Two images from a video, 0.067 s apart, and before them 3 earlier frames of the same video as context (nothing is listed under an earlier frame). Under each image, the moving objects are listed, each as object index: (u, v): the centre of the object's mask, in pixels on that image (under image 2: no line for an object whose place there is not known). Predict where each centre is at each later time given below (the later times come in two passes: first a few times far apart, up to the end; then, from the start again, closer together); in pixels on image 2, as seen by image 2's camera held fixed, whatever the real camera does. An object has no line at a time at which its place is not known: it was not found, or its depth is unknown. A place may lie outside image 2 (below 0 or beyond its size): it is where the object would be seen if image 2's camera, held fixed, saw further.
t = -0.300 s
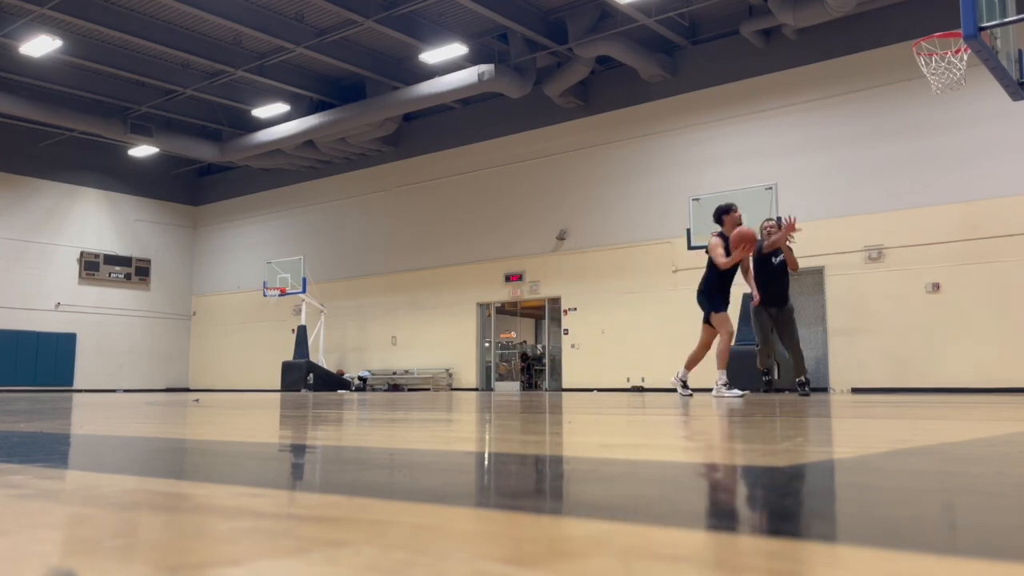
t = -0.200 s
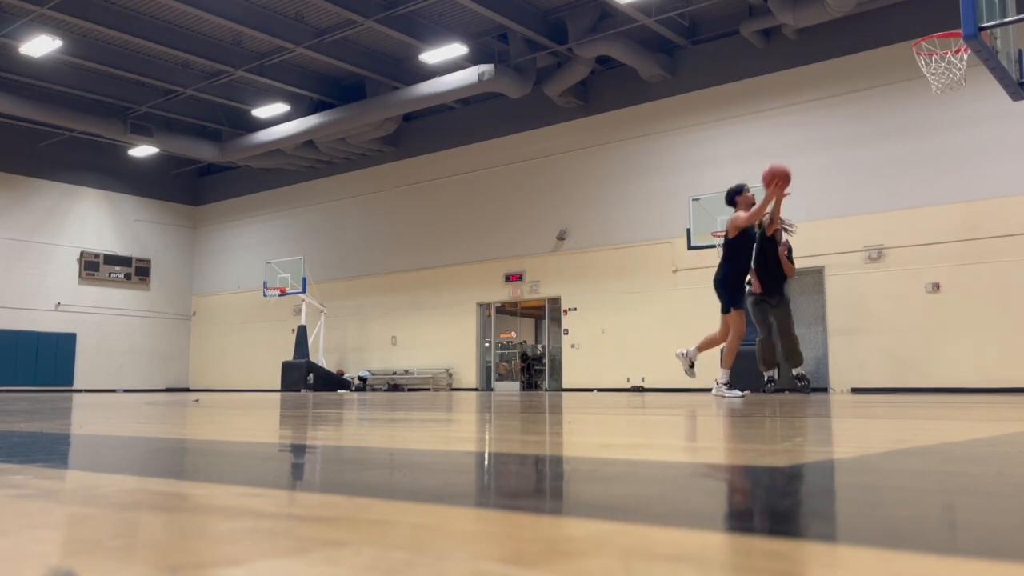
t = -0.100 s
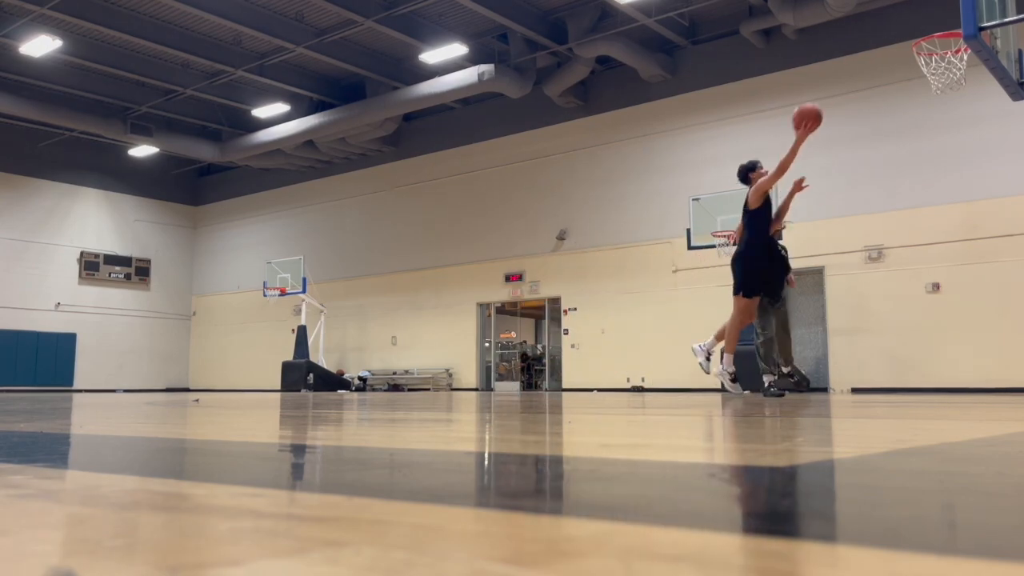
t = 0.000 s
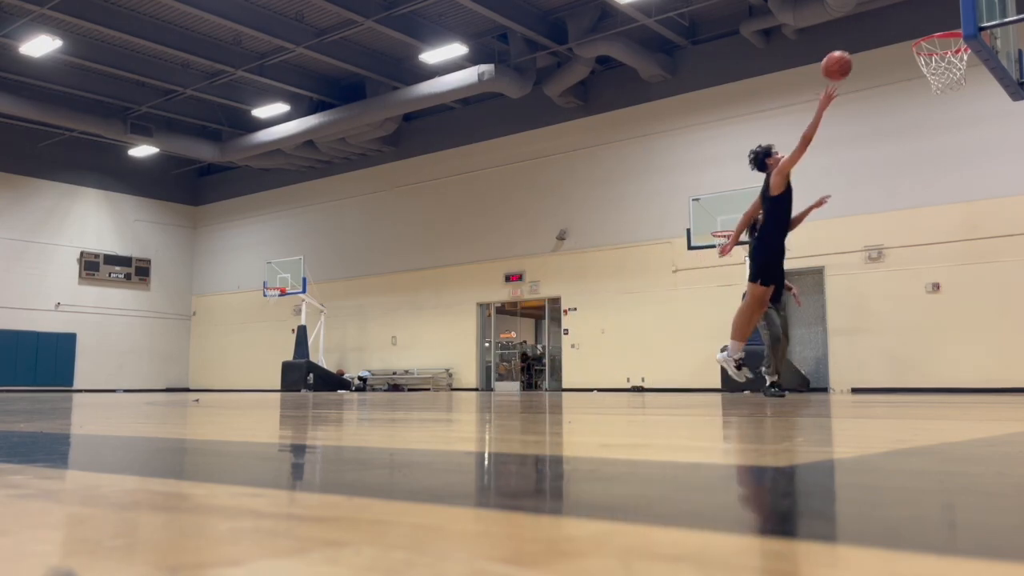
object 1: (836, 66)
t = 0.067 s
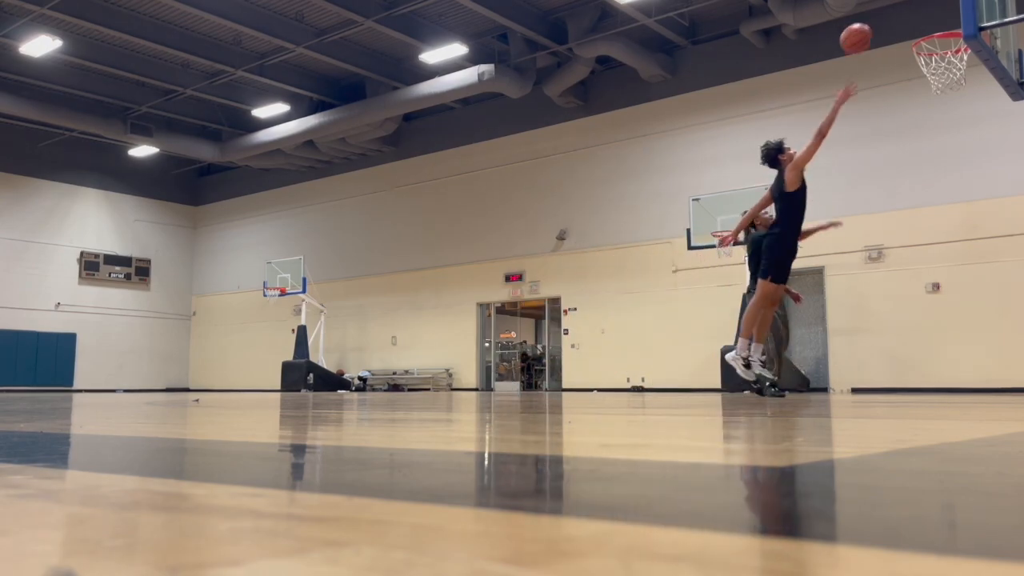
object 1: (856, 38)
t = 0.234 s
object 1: (903, 4)
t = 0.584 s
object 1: (939, 9)
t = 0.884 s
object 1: (944, 48)
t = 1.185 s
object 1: (957, 70)
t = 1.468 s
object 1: (940, 150)
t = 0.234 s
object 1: (903, 4)
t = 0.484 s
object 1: (955, 1)
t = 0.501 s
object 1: (951, 2)
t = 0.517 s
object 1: (948, 3)
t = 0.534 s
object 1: (946, 4)
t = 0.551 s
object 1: (944, 5)
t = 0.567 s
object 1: (942, 7)
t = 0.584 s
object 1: (939, 9)
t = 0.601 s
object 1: (937, 11)
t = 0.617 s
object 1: (935, 14)
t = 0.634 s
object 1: (932, 18)
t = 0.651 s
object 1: (930, 22)
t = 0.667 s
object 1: (927, 25)
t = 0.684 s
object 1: (924, 31)
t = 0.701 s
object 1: (924, 32)
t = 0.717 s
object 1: (926, 33)
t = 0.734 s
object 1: (928, 35)
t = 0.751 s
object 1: (930, 36)
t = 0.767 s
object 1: (932, 37)
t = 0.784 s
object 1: (933, 39)
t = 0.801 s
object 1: (935, 40)
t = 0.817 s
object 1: (937, 43)
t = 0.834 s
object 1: (938, 48)
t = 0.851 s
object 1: (939, 49)
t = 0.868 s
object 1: (943, 48)
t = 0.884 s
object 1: (944, 48)
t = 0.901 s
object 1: (946, 48)
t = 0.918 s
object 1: (947, 48)
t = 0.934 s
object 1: (947, 48)
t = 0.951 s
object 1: (948, 48)
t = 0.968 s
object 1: (951, 49)
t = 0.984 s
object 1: (952, 50)
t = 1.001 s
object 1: (954, 51)
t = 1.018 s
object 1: (955, 53)
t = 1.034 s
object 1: (956, 55)
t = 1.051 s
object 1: (958, 57)
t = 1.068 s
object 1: (959, 58)
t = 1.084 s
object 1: (959, 60)
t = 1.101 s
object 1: (959, 61)
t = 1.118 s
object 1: (959, 62)
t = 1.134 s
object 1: (959, 64)
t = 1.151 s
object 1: (958, 65)
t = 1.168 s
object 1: (958, 68)
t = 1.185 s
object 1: (957, 70)
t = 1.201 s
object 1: (955, 73)
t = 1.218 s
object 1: (954, 75)
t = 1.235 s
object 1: (953, 78)
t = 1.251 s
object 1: (953, 84)
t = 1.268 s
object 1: (951, 87)
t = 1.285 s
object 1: (950, 89)
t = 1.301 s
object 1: (949, 93)
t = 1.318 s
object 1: (948, 97)
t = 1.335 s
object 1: (947, 102)
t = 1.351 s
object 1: (946, 107)
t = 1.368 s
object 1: (945, 112)
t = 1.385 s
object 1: (944, 118)
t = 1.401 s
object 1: (943, 124)
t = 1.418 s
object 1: (942, 130)
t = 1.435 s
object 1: (941, 136)
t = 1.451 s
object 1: (940, 143)
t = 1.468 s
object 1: (940, 150)
